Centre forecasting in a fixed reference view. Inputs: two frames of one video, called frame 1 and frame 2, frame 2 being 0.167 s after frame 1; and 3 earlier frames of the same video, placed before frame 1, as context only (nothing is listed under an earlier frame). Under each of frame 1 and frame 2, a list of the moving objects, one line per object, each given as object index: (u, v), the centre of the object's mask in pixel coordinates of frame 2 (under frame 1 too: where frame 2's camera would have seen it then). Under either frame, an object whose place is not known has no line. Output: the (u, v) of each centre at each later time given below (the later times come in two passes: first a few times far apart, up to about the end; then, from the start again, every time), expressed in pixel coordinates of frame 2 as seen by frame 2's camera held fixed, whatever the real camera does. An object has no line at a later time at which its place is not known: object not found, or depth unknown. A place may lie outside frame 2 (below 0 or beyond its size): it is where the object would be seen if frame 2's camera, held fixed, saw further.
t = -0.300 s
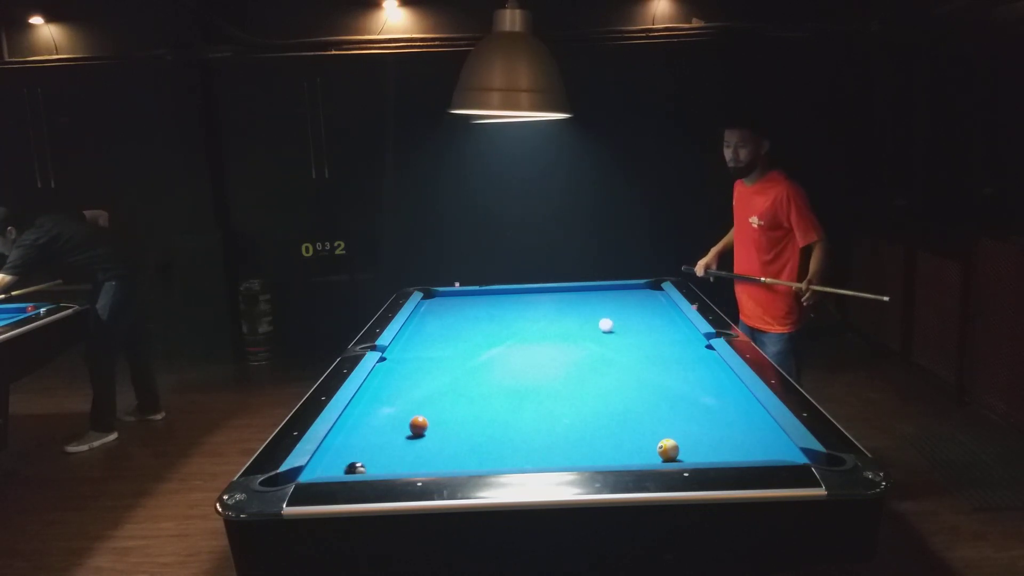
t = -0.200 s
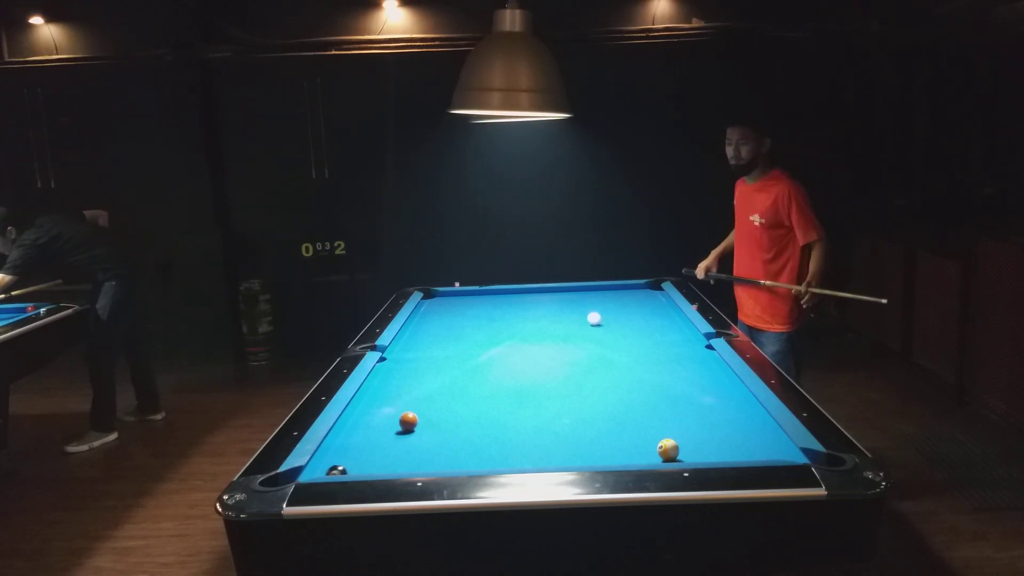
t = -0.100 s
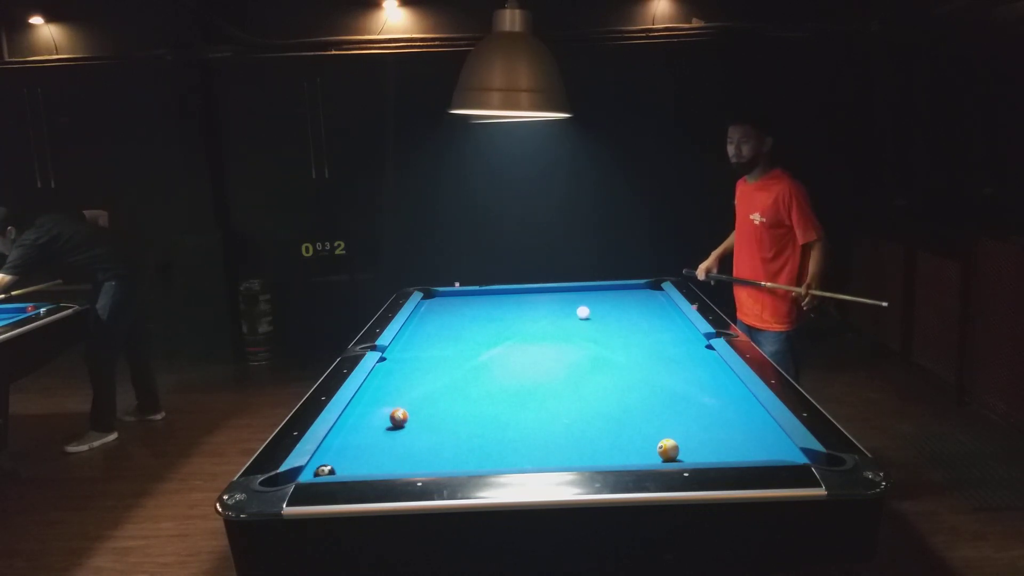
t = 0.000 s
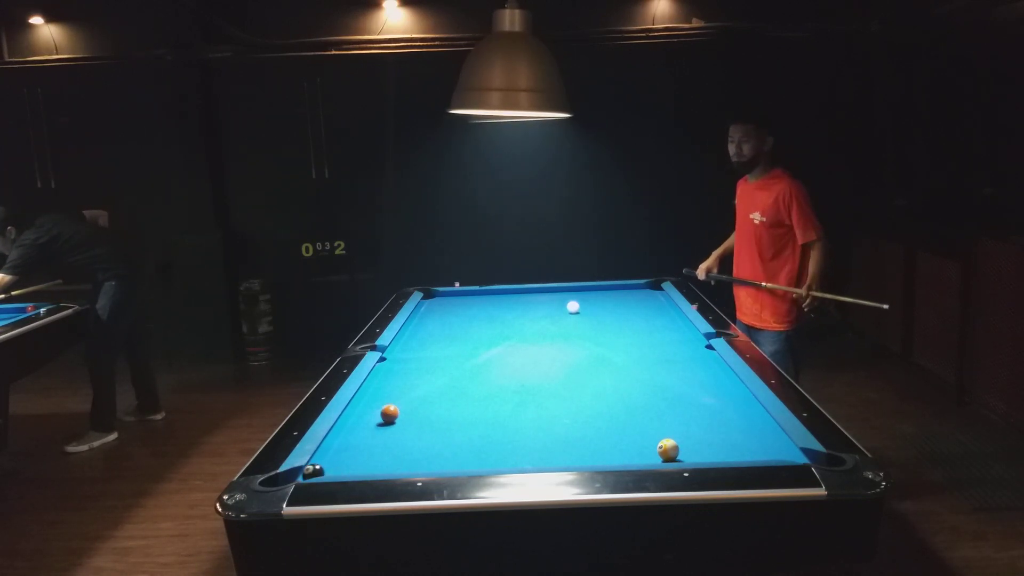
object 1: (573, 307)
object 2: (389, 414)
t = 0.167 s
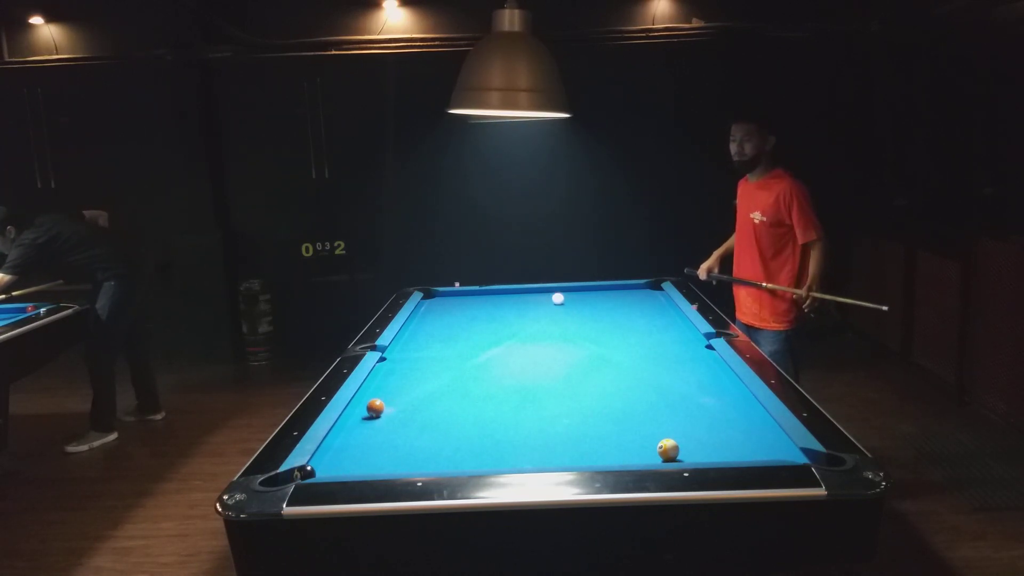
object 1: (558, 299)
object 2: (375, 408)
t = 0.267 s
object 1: (549, 295)
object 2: (367, 405)
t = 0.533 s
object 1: (523, 294)
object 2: (368, 398)
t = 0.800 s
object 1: (492, 302)
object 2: (383, 392)
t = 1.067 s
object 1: (459, 310)
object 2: (395, 388)
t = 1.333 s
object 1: (424, 319)
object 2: (406, 384)
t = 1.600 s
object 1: (419, 326)
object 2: (415, 381)
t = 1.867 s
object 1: (434, 331)
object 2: (423, 378)
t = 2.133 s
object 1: (448, 335)
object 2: (429, 376)
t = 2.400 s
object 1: (463, 340)
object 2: (434, 375)
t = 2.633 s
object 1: (476, 345)
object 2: (437, 374)
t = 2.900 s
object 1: (490, 349)
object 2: (439, 373)
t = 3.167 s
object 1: (505, 354)
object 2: (439, 373)
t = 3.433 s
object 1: (519, 359)
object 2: (439, 373)
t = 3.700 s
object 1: (533, 363)
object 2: (439, 373)
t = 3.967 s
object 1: (546, 367)
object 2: (439, 373)
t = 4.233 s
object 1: (559, 371)
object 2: (439, 373)
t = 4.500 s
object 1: (570, 375)
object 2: (439, 373)
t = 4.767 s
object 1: (581, 378)
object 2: (439, 373)
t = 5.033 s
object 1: (590, 381)
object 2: (439, 373)
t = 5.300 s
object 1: (599, 384)
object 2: (439, 373)
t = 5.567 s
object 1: (605, 386)
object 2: (439, 373)
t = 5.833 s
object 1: (611, 388)
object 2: (439, 373)
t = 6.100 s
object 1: (616, 389)
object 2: (439, 373)
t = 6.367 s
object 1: (619, 390)
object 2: (439, 373)
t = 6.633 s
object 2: (439, 373)
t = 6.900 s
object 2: (439, 373)
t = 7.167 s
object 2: (439, 373)
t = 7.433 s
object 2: (439, 373)
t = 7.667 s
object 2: (439, 373)
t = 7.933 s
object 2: (439, 373)
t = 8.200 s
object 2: (439, 373)
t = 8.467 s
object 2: (439, 373)
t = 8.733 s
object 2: (439, 373)
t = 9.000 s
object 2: (439, 373)
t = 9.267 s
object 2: (439, 373)
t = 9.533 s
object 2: (439, 373)
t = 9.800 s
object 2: (439, 373)
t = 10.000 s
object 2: (439, 373)
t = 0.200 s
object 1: (555, 297)
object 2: (373, 407)
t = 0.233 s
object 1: (552, 296)
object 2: (370, 406)
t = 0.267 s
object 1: (549, 295)
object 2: (367, 405)
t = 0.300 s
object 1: (547, 293)
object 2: (364, 404)
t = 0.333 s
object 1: (544, 291)
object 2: (362, 403)
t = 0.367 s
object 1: (542, 290)
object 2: (359, 402)
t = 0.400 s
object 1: (539, 290)
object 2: (359, 401)
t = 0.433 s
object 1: (535, 291)
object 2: (362, 400)
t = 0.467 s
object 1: (531, 292)
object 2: (364, 399)
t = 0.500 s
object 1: (527, 293)
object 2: (366, 398)
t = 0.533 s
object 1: (523, 294)
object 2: (368, 398)
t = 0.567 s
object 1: (520, 295)
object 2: (370, 397)
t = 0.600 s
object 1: (516, 296)
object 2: (372, 397)
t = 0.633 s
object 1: (512, 297)
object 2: (374, 396)
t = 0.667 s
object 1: (508, 298)
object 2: (376, 395)
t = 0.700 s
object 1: (504, 299)
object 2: (377, 394)
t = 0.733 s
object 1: (500, 300)
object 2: (379, 394)
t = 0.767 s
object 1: (496, 301)
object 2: (381, 393)
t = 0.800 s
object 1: (492, 302)
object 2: (383, 392)
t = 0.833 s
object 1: (488, 303)
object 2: (384, 392)
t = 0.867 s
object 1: (484, 304)
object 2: (386, 391)
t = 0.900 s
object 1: (480, 305)
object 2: (387, 391)
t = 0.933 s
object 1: (476, 306)
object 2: (389, 390)
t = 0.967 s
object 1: (471, 307)
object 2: (391, 389)
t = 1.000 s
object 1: (467, 308)
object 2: (392, 389)
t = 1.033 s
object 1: (463, 309)
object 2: (394, 388)
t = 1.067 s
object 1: (459, 310)
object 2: (395, 388)
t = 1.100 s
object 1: (455, 311)
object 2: (397, 387)
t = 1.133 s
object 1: (450, 312)
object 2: (398, 387)
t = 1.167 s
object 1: (446, 313)
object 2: (399, 386)
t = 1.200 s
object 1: (442, 314)
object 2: (401, 386)
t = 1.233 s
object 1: (437, 316)
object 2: (402, 385)
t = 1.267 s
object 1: (433, 317)
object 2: (403, 385)
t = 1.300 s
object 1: (428, 318)
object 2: (405, 384)
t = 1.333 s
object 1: (424, 319)
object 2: (406, 384)
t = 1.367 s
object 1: (419, 320)
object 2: (407, 384)
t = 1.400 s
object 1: (415, 321)
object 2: (408, 383)
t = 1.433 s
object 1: (411, 322)
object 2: (409, 383)
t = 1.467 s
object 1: (412, 323)
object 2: (411, 383)
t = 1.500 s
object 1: (414, 324)
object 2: (412, 382)
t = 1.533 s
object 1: (416, 324)
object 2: (413, 382)
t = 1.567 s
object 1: (417, 325)
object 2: (414, 381)
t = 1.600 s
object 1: (419, 326)
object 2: (415, 381)
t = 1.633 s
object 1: (421, 326)
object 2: (416, 381)
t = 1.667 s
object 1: (423, 327)
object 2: (417, 380)
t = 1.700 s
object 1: (425, 327)
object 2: (418, 380)
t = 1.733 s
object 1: (426, 328)
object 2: (419, 380)
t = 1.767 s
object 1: (428, 329)
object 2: (420, 379)
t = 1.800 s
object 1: (430, 329)
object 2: (421, 379)
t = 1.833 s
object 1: (432, 330)
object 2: (422, 379)
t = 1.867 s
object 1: (434, 331)
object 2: (423, 378)
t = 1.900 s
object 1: (435, 331)
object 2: (424, 378)
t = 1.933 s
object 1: (437, 332)
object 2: (424, 378)
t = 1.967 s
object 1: (439, 332)
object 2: (425, 378)
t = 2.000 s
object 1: (441, 333)
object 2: (426, 377)
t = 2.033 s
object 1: (443, 334)
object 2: (427, 377)
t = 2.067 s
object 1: (445, 334)
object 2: (427, 377)
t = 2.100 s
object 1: (446, 335)
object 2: (428, 377)
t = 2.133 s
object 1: (448, 335)
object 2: (429, 376)
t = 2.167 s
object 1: (450, 336)
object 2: (430, 376)
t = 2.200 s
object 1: (452, 337)
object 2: (430, 376)
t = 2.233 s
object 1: (454, 337)
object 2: (431, 376)
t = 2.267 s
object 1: (456, 338)
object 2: (431, 376)
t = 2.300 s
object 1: (457, 338)
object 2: (432, 375)
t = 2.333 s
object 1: (459, 339)
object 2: (433, 375)
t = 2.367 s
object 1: (461, 340)
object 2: (433, 375)
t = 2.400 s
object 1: (463, 340)
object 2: (434, 375)
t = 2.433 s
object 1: (465, 341)
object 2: (434, 375)
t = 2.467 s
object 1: (467, 341)
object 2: (435, 374)
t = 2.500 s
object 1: (468, 342)
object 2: (435, 374)
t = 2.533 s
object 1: (470, 343)
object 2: (436, 374)
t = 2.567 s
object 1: (472, 343)
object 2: (436, 374)
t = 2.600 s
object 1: (474, 344)
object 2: (436, 374)
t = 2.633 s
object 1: (476, 345)
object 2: (437, 374)
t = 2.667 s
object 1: (478, 345)
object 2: (437, 374)
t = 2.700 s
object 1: (480, 346)
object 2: (437, 374)
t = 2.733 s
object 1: (481, 346)
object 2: (438, 374)
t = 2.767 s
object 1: (483, 347)
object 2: (438, 374)
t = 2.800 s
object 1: (485, 348)
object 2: (438, 373)
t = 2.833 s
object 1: (487, 348)
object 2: (438, 373)
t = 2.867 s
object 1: (489, 349)
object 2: (438, 373)
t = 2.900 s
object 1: (490, 349)
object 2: (439, 373)
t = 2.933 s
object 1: (492, 350)
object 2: (439, 373)
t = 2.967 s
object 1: (494, 350)
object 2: (439, 373)
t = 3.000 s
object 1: (496, 351)
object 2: (439, 373)
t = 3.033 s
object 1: (498, 351)
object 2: (439, 373)
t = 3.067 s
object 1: (499, 352)
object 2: (439, 373)
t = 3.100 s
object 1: (501, 353)
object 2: (439, 373)
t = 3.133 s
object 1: (503, 353)
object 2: (439, 373)
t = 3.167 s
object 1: (505, 354)
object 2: (439, 373)
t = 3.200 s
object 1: (507, 354)
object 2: (439, 373)
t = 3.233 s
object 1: (509, 355)
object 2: (439, 373)
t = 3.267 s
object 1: (510, 356)
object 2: (439, 373)
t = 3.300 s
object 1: (512, 356)
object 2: (439, 373)
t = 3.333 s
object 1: (514, 357)
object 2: (439, 373)
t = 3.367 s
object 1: (516, 357)
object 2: (439, 373)
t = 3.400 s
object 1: (517, 358)
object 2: (439, 373)
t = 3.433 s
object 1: (519, 359)
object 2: (439, 373)
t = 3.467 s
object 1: (521, 359)
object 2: (439, 373)
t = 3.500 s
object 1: (523, 359)
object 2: (439, 373)
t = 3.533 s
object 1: (524, 360)
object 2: (439, 373)
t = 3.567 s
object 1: (526, 361)
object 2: (439, 373)
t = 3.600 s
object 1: (528, 361)
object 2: (439, 373)
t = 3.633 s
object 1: (529, 362)
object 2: (439, 373)
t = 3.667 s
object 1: (531, 362)
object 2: (439, 373)
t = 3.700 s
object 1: (533, 363)
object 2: (439, 373)
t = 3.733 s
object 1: (535, 363)
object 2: (439, 373)
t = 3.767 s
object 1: (536, 364)
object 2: (439, 373)
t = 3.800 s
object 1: (538, 364)
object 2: (439, 373)
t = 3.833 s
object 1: (540, 365)
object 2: (439, 373)
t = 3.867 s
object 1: (541, 365)
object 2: (439, 373)
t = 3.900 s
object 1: (543, 366)
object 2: (439, 373)
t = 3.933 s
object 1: (544, 367)
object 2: (439, 373)
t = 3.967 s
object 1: (546, 367)
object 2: (439, 373)
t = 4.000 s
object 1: (548, 368)
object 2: (439, 373)
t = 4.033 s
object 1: (549, 368)
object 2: (439, 373)
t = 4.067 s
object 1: (551, 369)
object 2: (439, 373)
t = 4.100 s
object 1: (553, 369)
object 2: (439, 373)
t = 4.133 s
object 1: (554, 370)
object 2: (439, 373)
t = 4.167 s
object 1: (555, 370)
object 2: (439, 373)
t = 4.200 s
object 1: (557, 371)
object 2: (439, 373)
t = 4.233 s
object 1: (559, 371)
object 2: (439, 373)
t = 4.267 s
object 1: (560, 371)
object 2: (439, 373)
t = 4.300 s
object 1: (562, 372)
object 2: (439, 373)
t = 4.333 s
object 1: (563, 372)
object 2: (439, 373)
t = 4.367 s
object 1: (565, 373)
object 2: (439, 373)
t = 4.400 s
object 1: (566, 373)
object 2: (439, 373)
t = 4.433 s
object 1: (567, 374)
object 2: (439, 373)
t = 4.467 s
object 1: (569, 374)
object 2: (439, 373)
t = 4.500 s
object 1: (570, 375)
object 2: (439, 373)
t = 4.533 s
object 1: (572, 375)
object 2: (439, 373)
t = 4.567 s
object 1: (573, 376)
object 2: (439, 373)
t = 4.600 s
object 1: (574, 376)
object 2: (439, 373)
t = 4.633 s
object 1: (576, 376)
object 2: (439, 373)
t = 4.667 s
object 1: (577, 377)
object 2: (439, 373)
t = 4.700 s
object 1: (578, 377)
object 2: (439, 373)
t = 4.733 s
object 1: (580, 378)
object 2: (439, 373)
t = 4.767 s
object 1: (581, 378)
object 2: (439, 373)
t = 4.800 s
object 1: (582, 378)
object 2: (439, 373)
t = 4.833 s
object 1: (583, 379)
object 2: (439, 373)
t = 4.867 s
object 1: (584, 379)
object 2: (439, 373)
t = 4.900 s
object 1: (586, 380)
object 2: (439, 373)
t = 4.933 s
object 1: (587, 380)
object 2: (439, 373)
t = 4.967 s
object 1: (588, 380)
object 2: (439, 373)
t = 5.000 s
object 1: (589, 381)
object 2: (439, 373)
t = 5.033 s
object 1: (590, 381)
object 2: (439, 373)
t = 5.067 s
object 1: (591, 381)
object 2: (439, 373)
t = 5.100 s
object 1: (592, 382)
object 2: (439, 373)
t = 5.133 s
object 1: (594, 382)
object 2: (439, 373)
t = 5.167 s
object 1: (595, 383)
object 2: (439, 373)
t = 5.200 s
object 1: (596, 383)
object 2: (439, 373)
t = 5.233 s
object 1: (597, 383)
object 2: (439, 373)
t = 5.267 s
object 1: (598, 383)
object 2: (439, 373)
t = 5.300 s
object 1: (599, 384)
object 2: (439, 373)
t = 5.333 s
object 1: (600, 384)
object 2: (439, 373)
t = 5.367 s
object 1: (600, 385)
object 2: (439, 373)
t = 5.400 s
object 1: (601, 385)
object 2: (439, 373)
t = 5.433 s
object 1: (602, 385)
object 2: (439, 373)
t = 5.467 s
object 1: (603, 385)
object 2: (439, 373)
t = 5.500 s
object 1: (604, 386)
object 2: (439, 373)
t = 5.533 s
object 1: (605, 386)
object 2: (439, 373)
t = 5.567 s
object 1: (605, 386)
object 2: (439, 373)
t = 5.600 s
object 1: (606, 386)
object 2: (439, 373)
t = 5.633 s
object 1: (607, 387)
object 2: (439, 373)
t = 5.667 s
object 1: (608, 387)
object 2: (439, 373)
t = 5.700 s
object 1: (608, 387)
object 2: (439, 373)
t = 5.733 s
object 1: (609, 387)
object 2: (439, 373)
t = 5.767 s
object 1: (610, 388)
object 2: (439, 373)
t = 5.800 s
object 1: (611, 388)
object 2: (439, 373)
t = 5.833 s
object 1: (611, 388)
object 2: (439, 373)
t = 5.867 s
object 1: (612, 388)
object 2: (439, 373)
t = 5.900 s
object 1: (613, 389)
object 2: (439, 373)
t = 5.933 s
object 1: (613, 389)
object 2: (439, 373)
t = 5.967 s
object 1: (614, 389)
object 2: (439, 373)
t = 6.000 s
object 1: (614, 389)
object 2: (439, 373)
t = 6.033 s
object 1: (615, 389)
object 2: (439, 373)
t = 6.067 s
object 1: (616, 389)
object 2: (439, 373)
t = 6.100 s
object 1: (616, 389)
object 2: (439, 373)
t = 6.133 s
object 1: (616, 390)
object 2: (439, 373)
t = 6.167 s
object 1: (617, 390)
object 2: (439, 373)
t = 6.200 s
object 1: (617, 390)
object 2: (439, 373)
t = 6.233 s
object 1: (618, 390)
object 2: (439, 373)
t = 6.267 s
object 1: (618, 390)
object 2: (439, 373)
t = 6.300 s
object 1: (618, 390)
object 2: (439, 373)
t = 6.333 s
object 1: (618, 390)
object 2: (439, 373)
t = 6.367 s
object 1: (619, 390)
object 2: (439, 373)
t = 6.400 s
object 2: (439, 373)
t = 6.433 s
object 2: (439, 373)
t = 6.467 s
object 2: (439, 373)
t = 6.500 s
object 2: (439, 373)
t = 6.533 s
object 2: (439, 373)
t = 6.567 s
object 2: (439, 373)
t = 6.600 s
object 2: (439, 373)
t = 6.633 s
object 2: (439, 373)
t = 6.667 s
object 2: (439, 373)
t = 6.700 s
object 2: (439, 373)
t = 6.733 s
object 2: (439, 373)
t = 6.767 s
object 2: (439, 373)
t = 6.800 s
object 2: (439, 373)
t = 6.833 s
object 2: (439, 373)
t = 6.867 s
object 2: (439, 373)
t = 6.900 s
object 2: (439, 373)
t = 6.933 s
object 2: (439, 373)
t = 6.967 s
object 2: (439, 373)
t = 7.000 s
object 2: (439, 373)
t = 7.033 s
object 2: (439, 373)
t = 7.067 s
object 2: (439, 373)
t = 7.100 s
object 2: (439, 373)
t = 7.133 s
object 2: (439, 373)
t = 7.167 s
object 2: (439, 373)
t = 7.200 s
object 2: (439, 373)
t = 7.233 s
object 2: (439, 373)
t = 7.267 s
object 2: (439, 373)
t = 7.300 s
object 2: (439, 373)
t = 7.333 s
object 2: (439, 373)
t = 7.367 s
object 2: (439, 373)
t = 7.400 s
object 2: (439, 373)
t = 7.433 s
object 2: (439, 373)
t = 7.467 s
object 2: (439, 373)
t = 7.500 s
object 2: (439, 373)
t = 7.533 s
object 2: (439, 373)
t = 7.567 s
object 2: (439, 373)
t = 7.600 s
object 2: (439, 373)
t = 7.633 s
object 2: (439, 373)
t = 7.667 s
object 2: (439, 373)
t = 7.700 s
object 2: (439, 373)
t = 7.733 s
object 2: (439, 373)
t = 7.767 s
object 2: (439, 373)
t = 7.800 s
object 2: (439, 373)
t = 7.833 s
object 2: (439, 373)
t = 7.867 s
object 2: (439, 373)
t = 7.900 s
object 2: (439, 373)
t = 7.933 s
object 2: (439, 373)
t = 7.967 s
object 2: (439, 373)
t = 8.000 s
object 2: (439, 373)
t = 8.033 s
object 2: (439, 373)
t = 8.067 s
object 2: (439, 373)
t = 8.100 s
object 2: (439, 373)
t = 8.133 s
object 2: (439, 373)
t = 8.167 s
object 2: (439, 373)
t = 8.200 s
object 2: (439, 373)
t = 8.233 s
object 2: (439, 373)
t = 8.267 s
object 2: (439, 373)
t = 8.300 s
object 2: (439, 373)
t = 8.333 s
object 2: (439, 373)
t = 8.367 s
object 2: (439, 373)
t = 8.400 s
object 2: (439, 373)
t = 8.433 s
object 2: (439, 373)
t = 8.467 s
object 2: (439, 373)
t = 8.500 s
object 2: (439, 373)
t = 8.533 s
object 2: (439, 373)
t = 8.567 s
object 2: (439, 373)
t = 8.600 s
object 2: (439, 373)
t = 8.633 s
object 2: (439, 373)
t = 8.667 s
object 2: (439, 373)
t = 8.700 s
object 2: (439, 373)
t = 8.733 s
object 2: (439, 373)
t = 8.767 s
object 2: (439, 373)
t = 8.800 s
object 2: (439, 373)
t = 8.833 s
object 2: (439, 373)
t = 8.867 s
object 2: (439, 373)
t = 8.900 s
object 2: (439, 373)
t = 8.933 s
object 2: (439, 373)
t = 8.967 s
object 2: (439, 373)
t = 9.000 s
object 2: (439, 373)
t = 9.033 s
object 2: (439, 373)
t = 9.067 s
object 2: (439, 373)
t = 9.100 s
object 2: (439, 373)
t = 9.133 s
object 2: (439, 373)
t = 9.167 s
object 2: (439, 373)
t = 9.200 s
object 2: (439, 373)
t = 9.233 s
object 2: (439, 373)
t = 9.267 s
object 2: (439, 373)
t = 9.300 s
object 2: (439, 373)
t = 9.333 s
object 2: (439, 373)
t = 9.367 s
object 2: (439, 373)
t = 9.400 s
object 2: (439, 373)
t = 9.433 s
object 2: (439, 373)
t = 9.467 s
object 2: (439, 373)
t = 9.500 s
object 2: (439, 373)
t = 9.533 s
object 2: (439, 373)
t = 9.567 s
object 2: (439, 373)
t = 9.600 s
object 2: (439, 373)
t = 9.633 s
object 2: (439, 373)
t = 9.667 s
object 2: (439, 373)
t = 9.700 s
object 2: (439, 373)
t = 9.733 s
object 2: (439, 373)
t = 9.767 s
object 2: (439, 373)
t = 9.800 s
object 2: (439, 373)
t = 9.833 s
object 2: (439, 373)
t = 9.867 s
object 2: (439, 373)
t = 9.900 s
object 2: (439, 373)
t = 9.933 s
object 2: (439, 373)
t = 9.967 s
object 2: (439, 373)
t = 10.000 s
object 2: (439, 373)
